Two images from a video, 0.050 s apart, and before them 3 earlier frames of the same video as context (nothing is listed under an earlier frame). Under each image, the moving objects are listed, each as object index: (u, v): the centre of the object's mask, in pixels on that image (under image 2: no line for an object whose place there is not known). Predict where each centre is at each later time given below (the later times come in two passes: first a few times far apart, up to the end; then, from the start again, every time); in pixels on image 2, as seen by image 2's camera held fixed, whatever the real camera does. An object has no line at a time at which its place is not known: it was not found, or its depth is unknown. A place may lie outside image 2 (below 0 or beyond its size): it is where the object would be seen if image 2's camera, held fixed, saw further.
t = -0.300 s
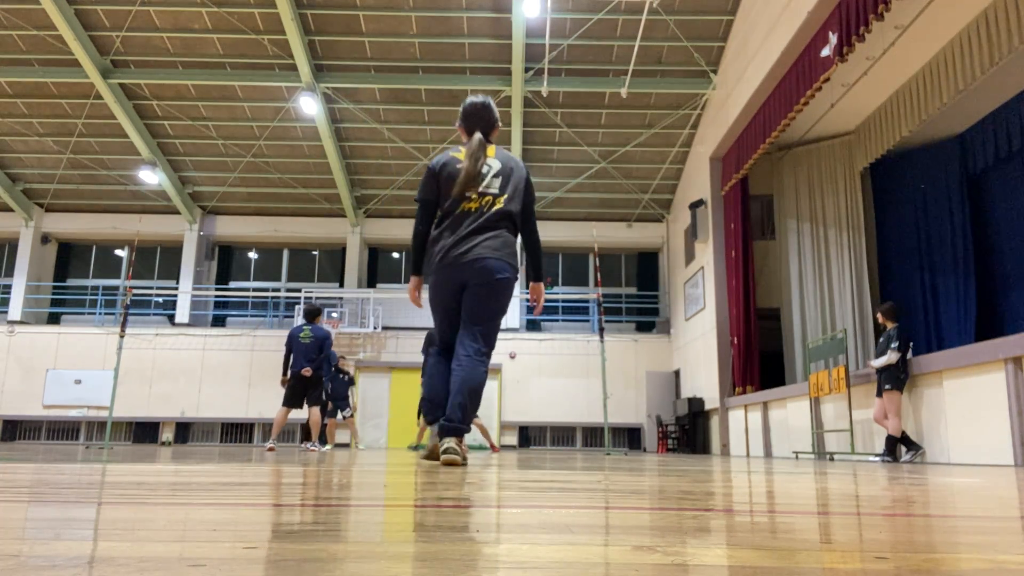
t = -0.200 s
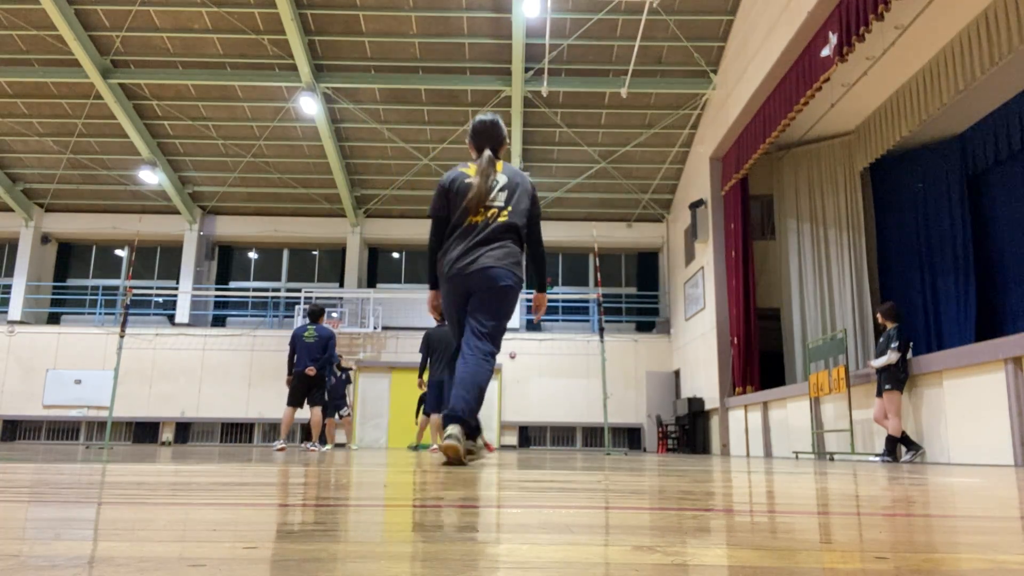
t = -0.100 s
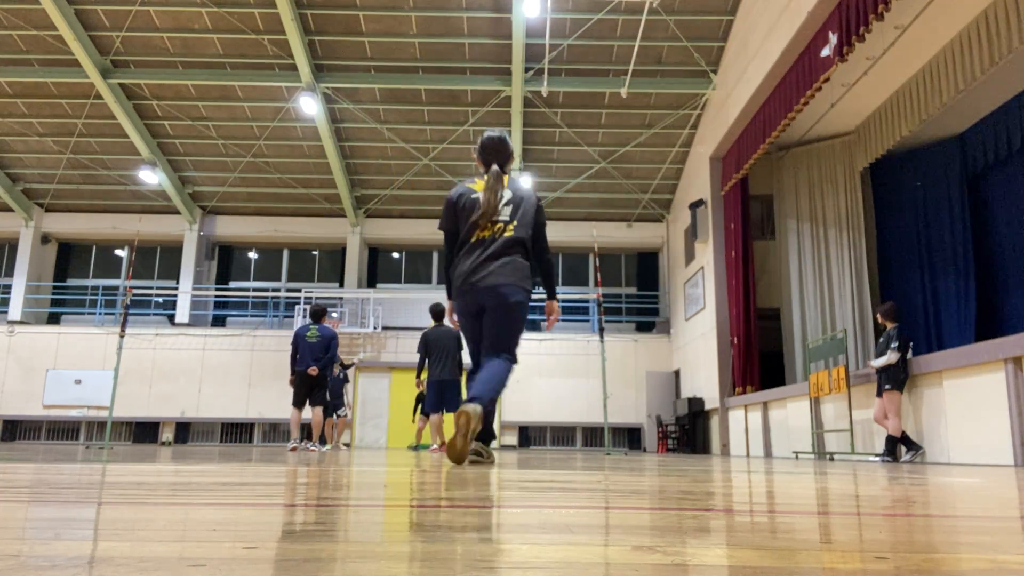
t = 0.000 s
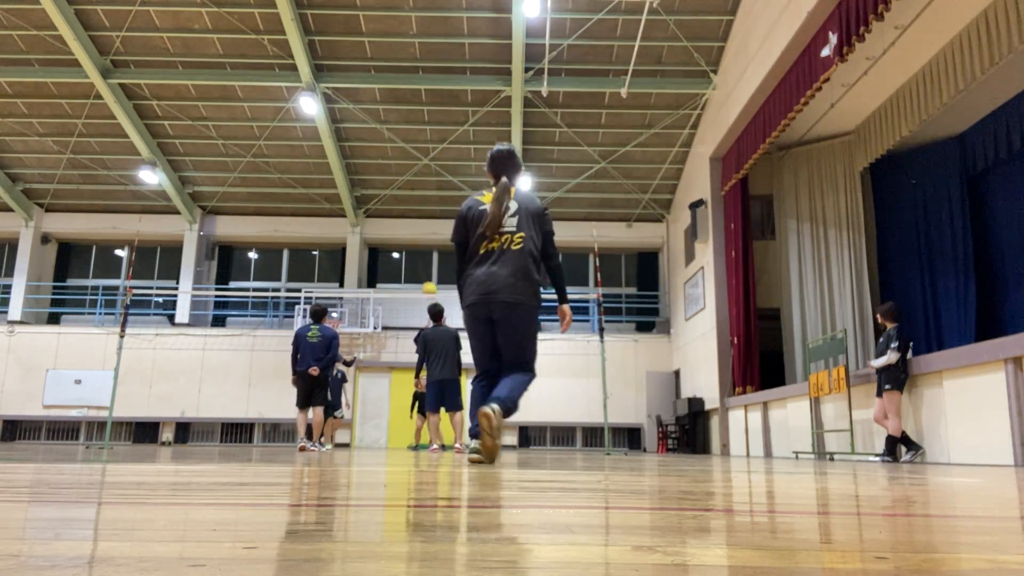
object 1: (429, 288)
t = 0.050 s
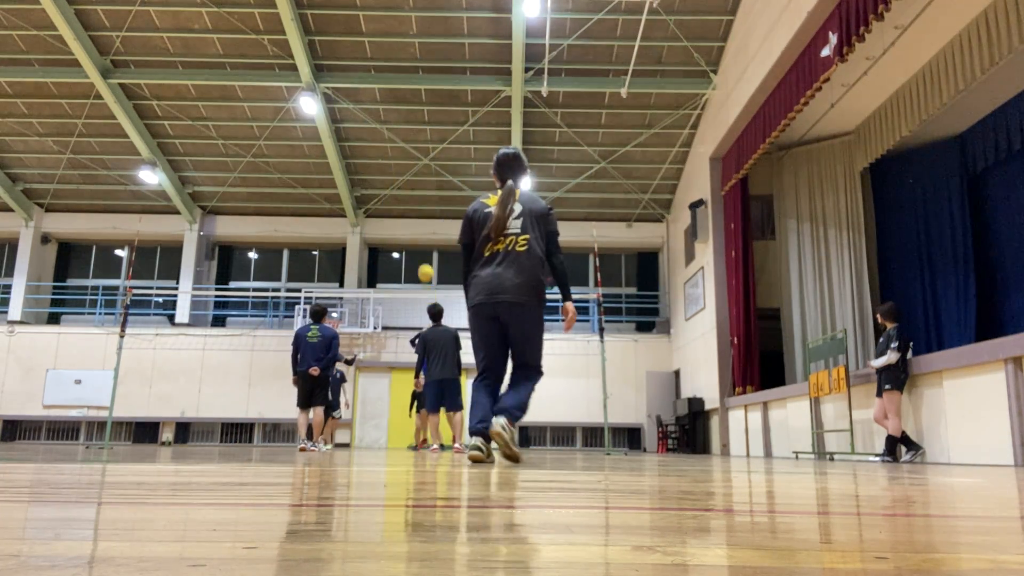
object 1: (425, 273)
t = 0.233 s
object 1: (412, 221)
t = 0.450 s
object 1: (394, 188)
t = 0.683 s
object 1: (372, 182)
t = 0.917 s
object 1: (348, 208)
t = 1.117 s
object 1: (326, 259)
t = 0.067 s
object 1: (424, 268)
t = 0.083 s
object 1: (423, 262)
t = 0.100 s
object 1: (422, 257)
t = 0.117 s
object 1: (421, 252)
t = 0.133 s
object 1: (419, 247)
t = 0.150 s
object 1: (418, 243)
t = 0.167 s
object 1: (417, 238)
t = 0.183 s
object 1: (416, 233)
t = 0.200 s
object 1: (414, 229)
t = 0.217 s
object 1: (413, 225)
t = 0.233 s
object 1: (412, 221)
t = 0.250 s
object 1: (410, 218)
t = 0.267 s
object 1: (409, 214)
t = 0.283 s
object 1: (408, 212)
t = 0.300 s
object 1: (406, 209)
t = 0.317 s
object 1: (405, 206)
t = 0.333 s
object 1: (403, 203)
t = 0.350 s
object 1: (402, 200)
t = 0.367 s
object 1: (401, 198)
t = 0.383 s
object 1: (400, 196)
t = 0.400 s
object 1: (397, 194)
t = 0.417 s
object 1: (396, 192)
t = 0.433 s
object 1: (395, 190)
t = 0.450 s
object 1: (394, 188)
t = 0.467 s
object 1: (392, 187)
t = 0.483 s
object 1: (391, 185)
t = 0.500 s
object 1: (389, 185)
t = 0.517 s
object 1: (388, 184)
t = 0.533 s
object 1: (387, 183)
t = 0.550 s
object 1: (385, 182)
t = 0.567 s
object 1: (383, 181)
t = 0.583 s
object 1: (382, 181)
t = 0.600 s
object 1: (380, 181)
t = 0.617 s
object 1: (379, 181)
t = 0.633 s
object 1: (377, 181)
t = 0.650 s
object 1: (376, 181)
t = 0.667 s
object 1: (374, 181)
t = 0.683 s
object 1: (372, 182)
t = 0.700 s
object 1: (371, 182)
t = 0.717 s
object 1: (369, 183)
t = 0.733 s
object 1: (367, 184)
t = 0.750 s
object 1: (366, 185)
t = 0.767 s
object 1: (364, 187)
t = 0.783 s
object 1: (362, 188)
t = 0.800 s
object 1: (361, 190)
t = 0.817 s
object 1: (359, 192)
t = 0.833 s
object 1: (357, 194)
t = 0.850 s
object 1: (356, 196)
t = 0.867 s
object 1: (354, 199)
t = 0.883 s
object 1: (352, 202)
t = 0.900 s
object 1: (350, 204)
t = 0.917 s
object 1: (348, 208)
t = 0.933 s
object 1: (346, 211)
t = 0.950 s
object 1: (344, 214)
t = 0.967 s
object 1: (343, 217)
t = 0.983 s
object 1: (341, 221)
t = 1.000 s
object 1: (340, 225)
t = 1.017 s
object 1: (337, 230)
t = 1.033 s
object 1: (335, 234)
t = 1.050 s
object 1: (333, 239)
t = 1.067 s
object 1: (331, 244)
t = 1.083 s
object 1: (329, 248)
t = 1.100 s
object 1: (328, 254)
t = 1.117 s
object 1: (326, 259)
